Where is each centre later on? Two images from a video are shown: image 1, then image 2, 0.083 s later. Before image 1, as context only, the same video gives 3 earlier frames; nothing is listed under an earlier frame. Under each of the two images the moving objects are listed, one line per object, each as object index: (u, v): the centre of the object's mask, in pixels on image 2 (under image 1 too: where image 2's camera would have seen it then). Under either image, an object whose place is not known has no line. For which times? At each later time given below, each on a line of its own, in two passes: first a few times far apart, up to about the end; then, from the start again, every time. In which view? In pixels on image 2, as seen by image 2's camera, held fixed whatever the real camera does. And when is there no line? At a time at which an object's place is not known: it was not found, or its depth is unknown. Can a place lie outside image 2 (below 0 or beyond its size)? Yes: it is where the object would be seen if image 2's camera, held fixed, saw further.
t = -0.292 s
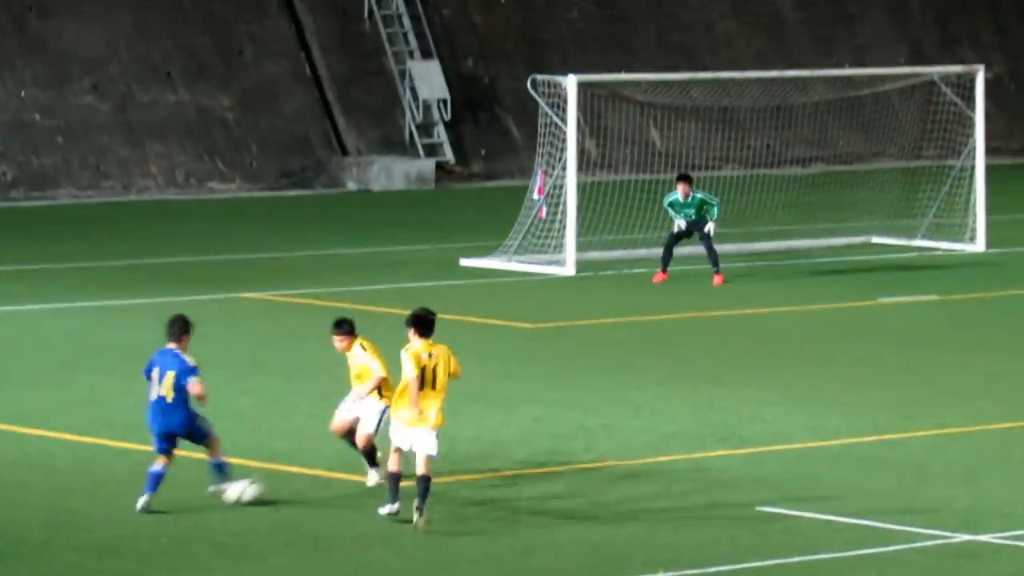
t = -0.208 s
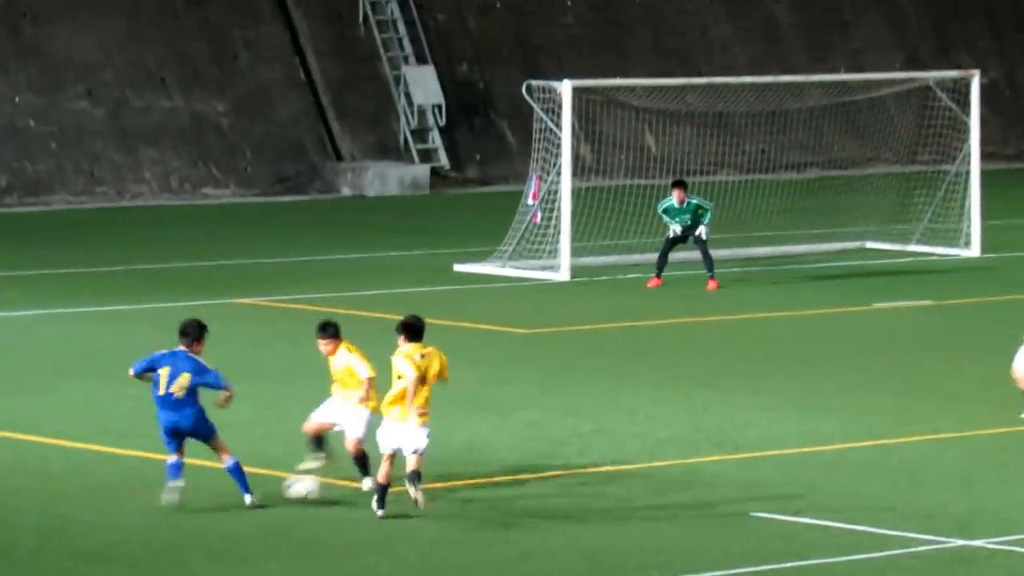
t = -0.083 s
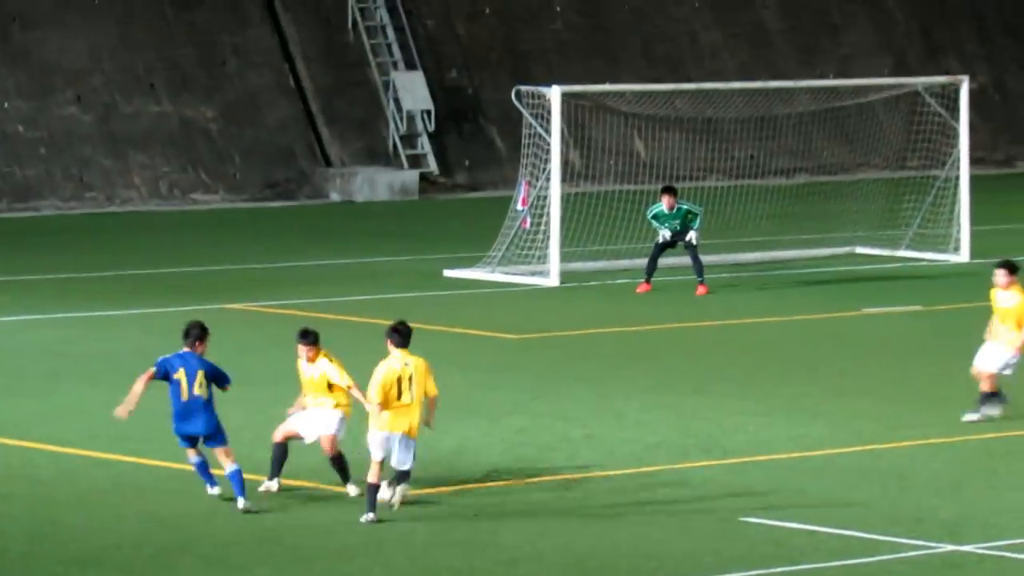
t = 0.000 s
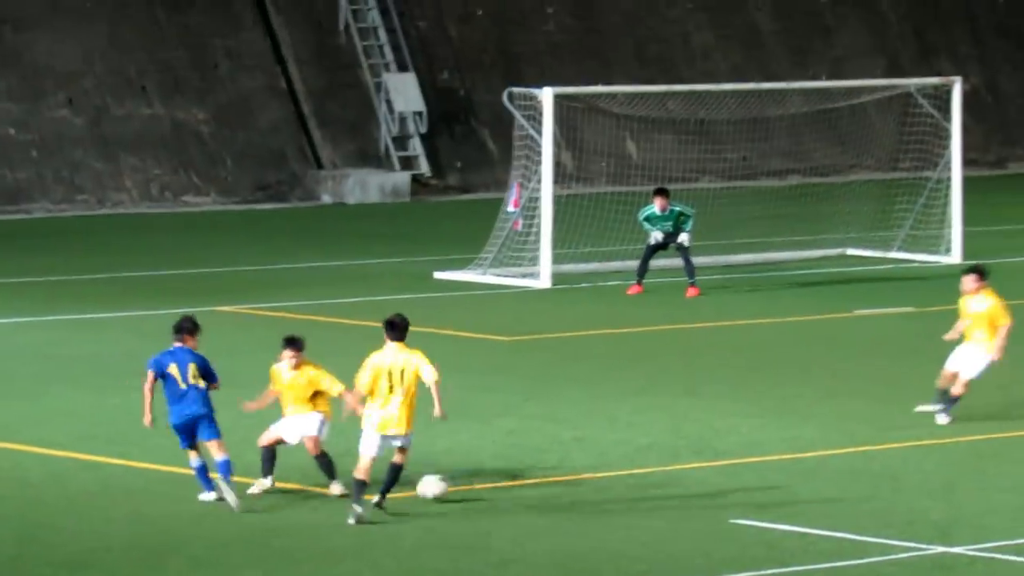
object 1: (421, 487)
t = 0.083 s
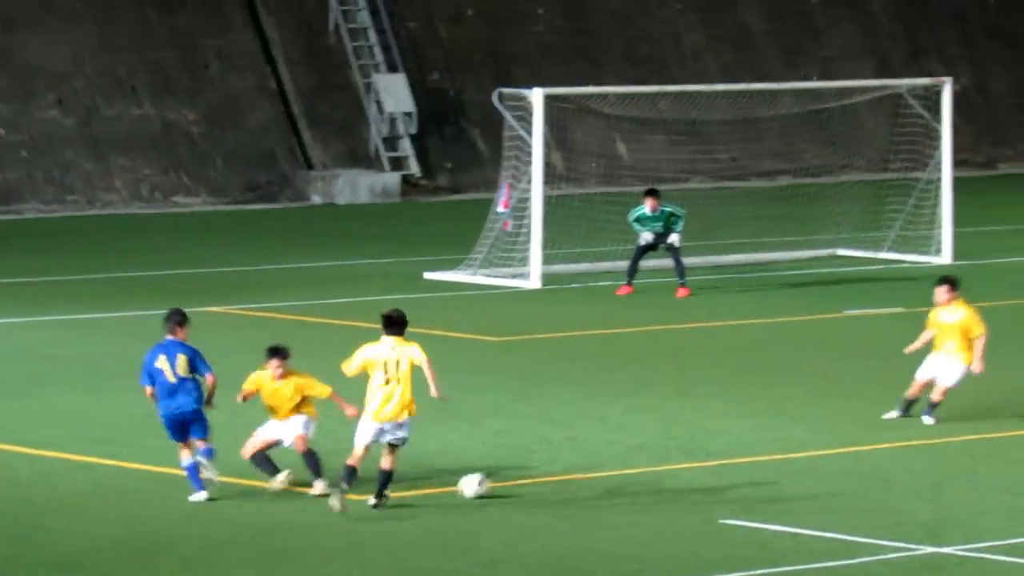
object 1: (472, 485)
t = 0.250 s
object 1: (563, 477)
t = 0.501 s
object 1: (688, 467)
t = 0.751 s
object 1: (802, 458)
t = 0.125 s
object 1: (497, 482)
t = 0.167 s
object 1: (518, 481)
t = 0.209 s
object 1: (541, 480)
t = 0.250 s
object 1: (563, 477)
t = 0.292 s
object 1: (585, 475)
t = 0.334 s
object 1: (606, 475)
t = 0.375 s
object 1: (628, 472)
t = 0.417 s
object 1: (647, 470)
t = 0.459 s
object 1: (668, 469)
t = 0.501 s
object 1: (688, 467)
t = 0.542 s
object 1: (707, 464)
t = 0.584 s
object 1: (727, 463)
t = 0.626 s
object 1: (747, 463)
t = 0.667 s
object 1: (766, 460)
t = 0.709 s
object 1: (785, 459)
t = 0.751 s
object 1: (802, 458)
